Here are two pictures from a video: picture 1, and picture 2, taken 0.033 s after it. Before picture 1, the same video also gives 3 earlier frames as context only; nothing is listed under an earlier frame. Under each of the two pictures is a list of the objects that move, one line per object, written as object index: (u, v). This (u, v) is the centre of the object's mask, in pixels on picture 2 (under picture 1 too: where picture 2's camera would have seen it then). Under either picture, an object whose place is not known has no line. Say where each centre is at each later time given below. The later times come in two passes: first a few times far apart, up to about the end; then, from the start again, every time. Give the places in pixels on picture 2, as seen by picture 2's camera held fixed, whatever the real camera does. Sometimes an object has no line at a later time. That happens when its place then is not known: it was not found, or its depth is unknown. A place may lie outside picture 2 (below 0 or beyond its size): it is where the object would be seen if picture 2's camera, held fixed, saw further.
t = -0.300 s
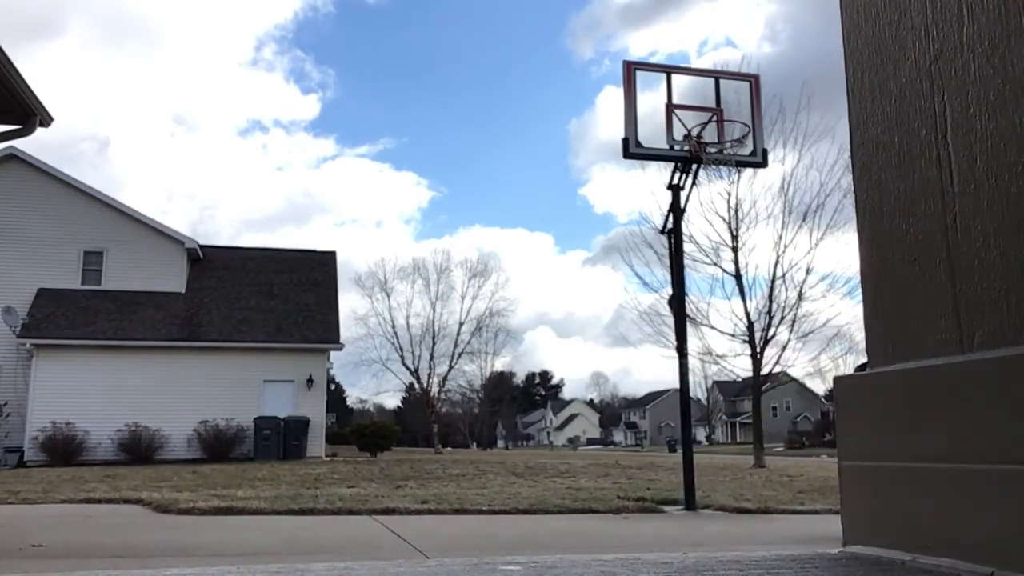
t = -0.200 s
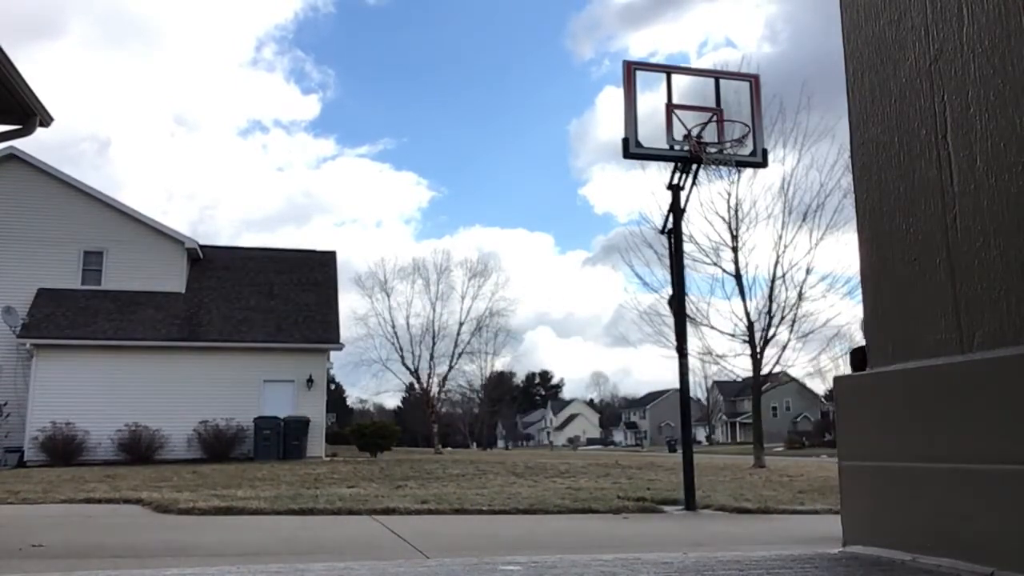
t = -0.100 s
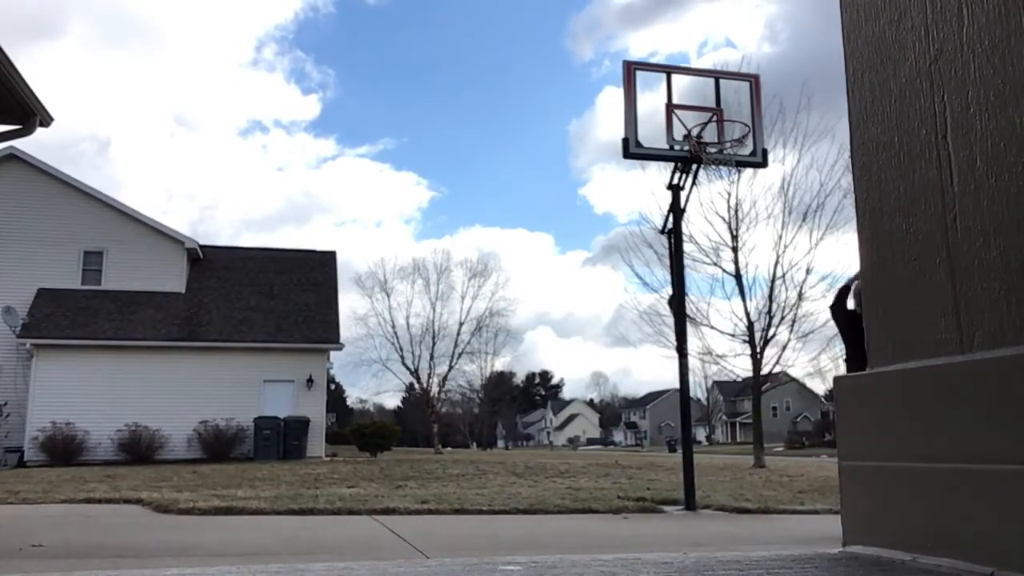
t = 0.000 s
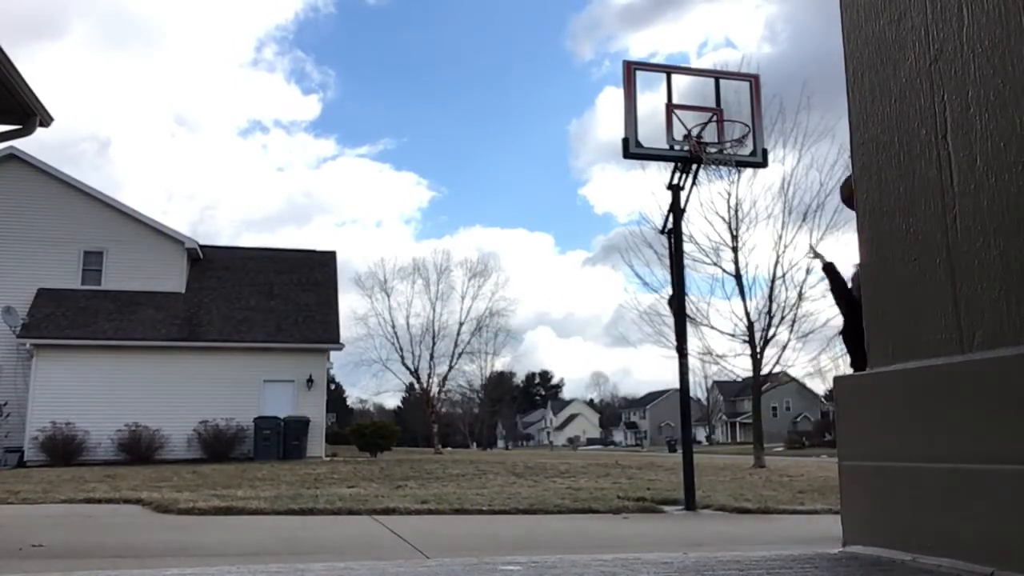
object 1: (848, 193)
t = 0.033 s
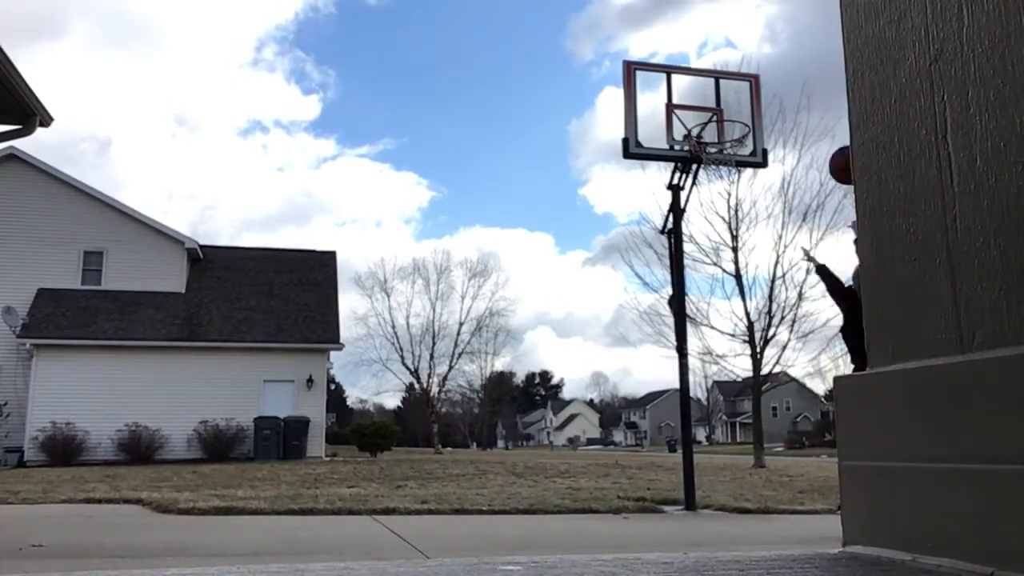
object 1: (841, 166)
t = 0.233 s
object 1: (790, 61)
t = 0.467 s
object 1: (738, 26)
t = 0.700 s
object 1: (698, 57)
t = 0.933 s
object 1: (694, 111)
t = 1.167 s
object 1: (734, 138)
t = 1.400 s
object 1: (715, 166)
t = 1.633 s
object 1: (702, 193)
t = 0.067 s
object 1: (835, 142)
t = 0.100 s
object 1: (827, 121)
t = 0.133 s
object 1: (817, 102)
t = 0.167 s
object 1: (808, 86)
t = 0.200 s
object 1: (798, 73)
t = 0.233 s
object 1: (790, 61)
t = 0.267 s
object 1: (781, 51)
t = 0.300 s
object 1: (773, 43)
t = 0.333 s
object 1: (766, 36)
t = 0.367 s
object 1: (758, 31)
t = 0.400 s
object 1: (751, 28)
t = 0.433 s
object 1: (744, 26)
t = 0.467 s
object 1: (738, 26)
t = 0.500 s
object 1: (731, 27)
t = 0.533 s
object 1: (725, 29)
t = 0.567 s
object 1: (720, 32)
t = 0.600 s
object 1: (714, 36)
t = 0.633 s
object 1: (709, 42)
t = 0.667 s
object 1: (704, 49)
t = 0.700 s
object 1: (698, 57)
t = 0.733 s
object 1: (693, 65)
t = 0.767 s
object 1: (689, 75)
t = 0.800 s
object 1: (683, 87)
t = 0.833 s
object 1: (683, 94)
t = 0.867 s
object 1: (687, 98)
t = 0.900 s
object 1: (690, 103)
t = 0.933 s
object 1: (694, 111)
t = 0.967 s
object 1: (697, 119)
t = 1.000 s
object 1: (704, 121)
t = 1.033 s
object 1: (713, 122)
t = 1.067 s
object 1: (722, 124)
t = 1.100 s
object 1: (726, 128)
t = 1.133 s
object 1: (731, 133)
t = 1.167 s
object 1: (734, 138)
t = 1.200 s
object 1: (738, 143)
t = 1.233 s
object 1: (737, 148)
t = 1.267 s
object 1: (733, 153)
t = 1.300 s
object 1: (730, 156)
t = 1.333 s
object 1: (726, 159)
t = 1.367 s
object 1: (721, 161)
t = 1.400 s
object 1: (715, 166)
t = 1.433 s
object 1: (712, 165)
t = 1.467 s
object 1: (708, 167)
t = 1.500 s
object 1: (707, 173)
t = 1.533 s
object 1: (706, 174)
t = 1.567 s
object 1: (705, 179)
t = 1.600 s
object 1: (703, 186)
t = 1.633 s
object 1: (702, 193)
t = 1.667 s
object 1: (700, 203)
